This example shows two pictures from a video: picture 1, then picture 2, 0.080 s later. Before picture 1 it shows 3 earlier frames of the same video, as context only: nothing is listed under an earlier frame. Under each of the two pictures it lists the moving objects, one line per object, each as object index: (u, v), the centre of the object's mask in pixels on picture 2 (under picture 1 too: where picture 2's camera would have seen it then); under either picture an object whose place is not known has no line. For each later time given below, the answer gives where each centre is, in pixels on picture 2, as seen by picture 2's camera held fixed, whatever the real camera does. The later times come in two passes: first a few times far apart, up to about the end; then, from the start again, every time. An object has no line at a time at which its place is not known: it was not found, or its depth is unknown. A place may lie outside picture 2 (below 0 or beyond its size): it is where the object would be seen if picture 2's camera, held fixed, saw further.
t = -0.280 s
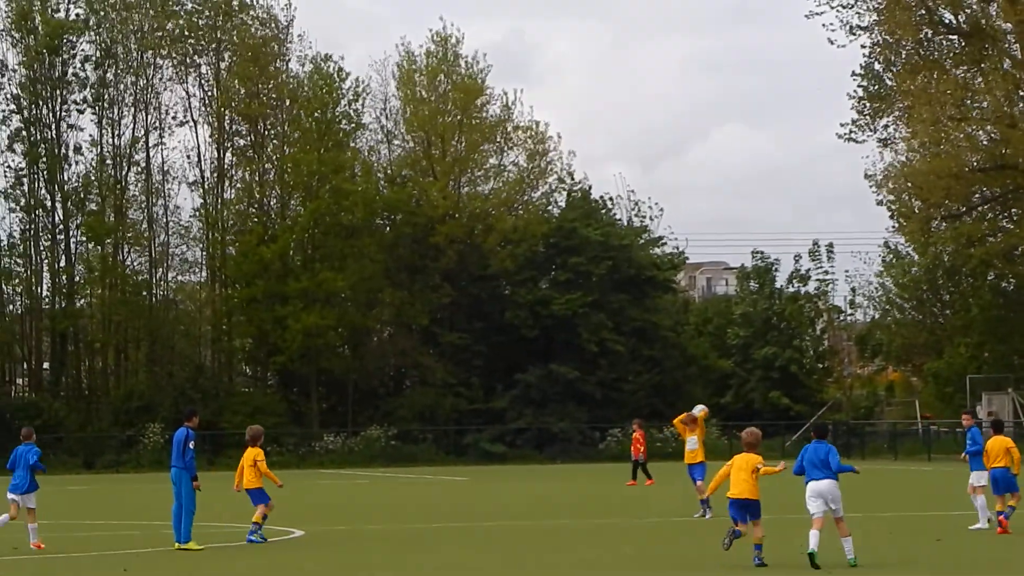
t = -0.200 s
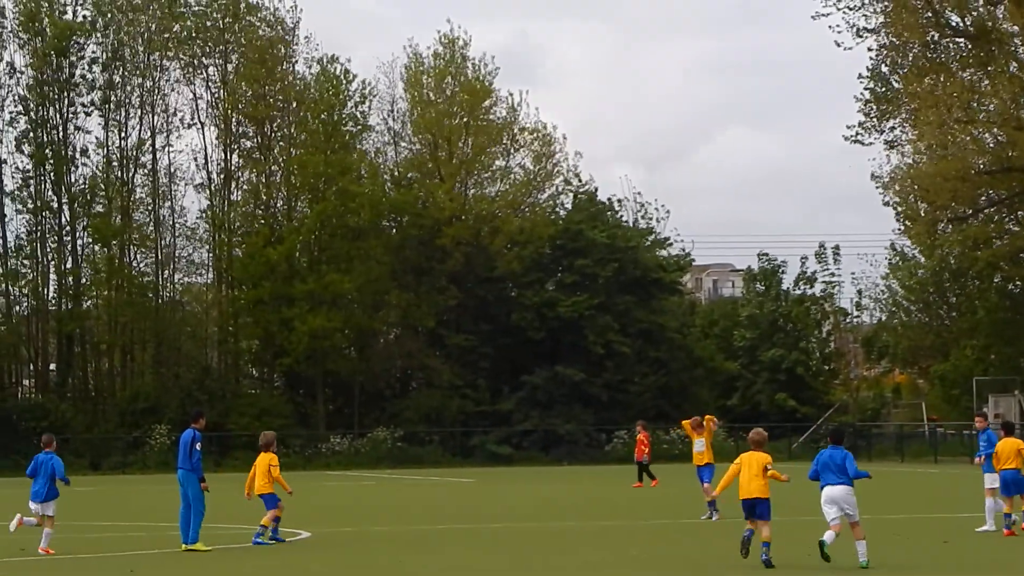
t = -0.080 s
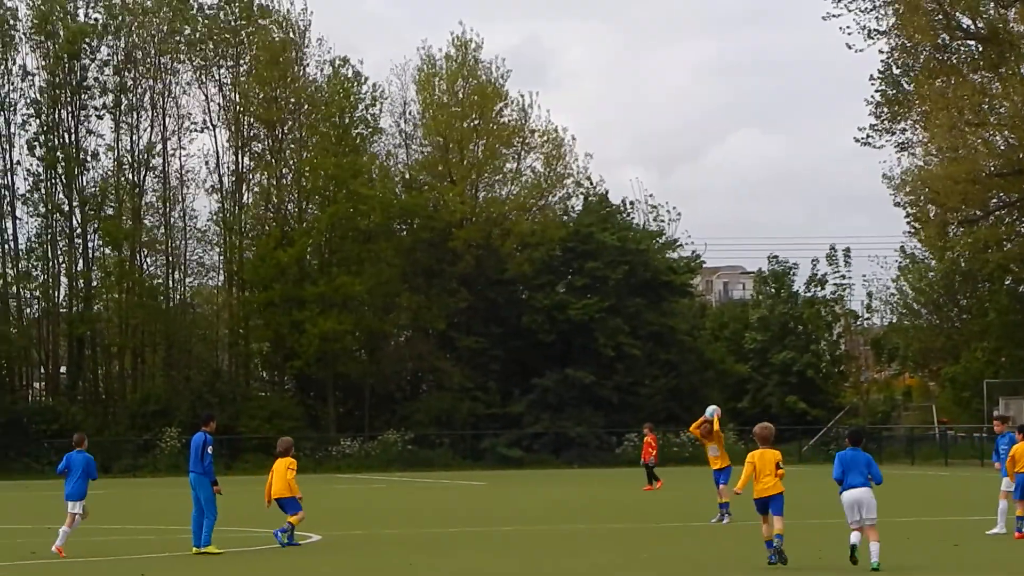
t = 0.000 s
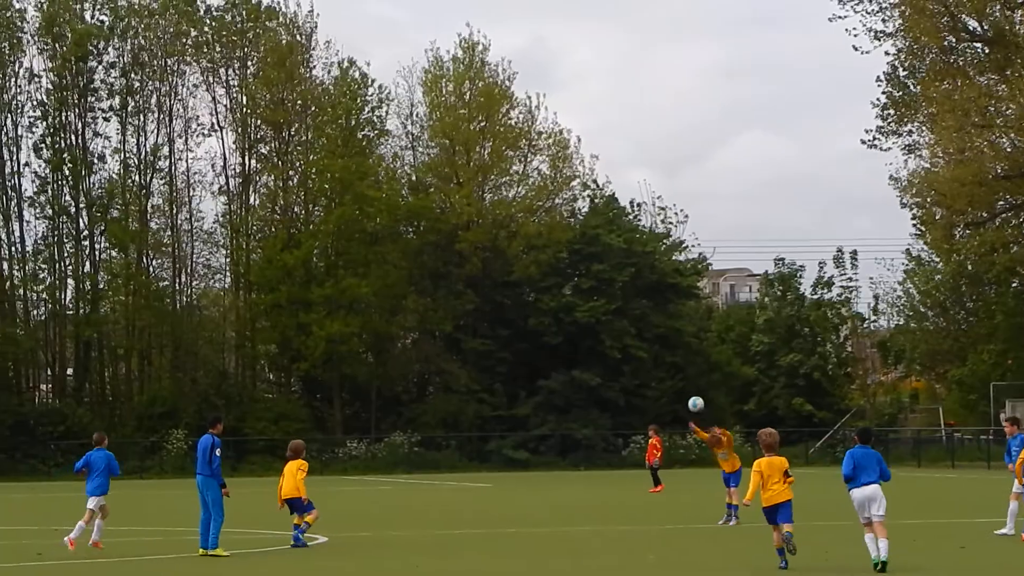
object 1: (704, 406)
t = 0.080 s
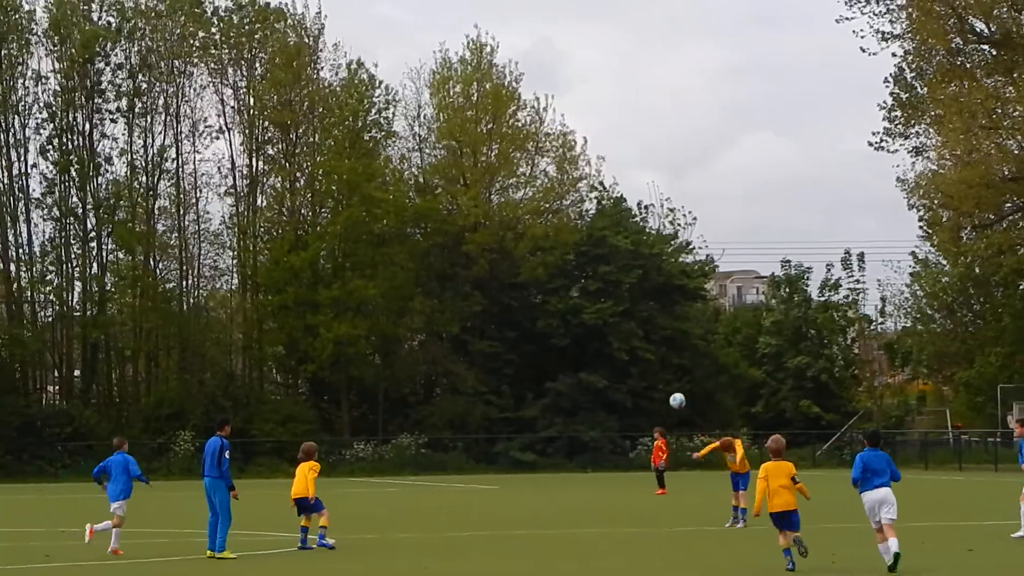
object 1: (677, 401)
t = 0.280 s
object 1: (612, 407)
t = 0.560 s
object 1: (520, 465)
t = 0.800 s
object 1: (445, 513)
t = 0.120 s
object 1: (665, 399)
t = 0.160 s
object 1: (651, 400)
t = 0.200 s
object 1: (638, 401)
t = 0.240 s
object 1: (625, 404)
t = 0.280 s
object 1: (612, 407)
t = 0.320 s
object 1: (599, 412)
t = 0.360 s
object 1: (586, 418)
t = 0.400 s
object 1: (573, 424)
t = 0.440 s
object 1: (560, 432)
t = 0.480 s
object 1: (546, 442)
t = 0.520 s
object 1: (533, 453)
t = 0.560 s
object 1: (520, 465)
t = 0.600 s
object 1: (506, 478)
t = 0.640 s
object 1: (491, 492)
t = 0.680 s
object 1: (477, 506)
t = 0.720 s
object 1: (463, 523)
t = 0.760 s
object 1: (452, 525)
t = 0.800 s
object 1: (445, 513)
